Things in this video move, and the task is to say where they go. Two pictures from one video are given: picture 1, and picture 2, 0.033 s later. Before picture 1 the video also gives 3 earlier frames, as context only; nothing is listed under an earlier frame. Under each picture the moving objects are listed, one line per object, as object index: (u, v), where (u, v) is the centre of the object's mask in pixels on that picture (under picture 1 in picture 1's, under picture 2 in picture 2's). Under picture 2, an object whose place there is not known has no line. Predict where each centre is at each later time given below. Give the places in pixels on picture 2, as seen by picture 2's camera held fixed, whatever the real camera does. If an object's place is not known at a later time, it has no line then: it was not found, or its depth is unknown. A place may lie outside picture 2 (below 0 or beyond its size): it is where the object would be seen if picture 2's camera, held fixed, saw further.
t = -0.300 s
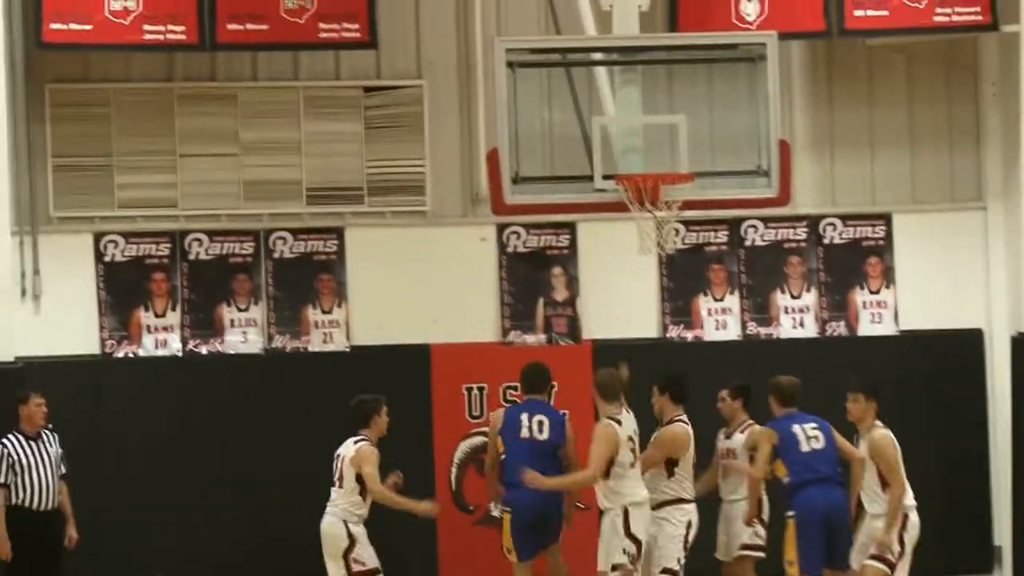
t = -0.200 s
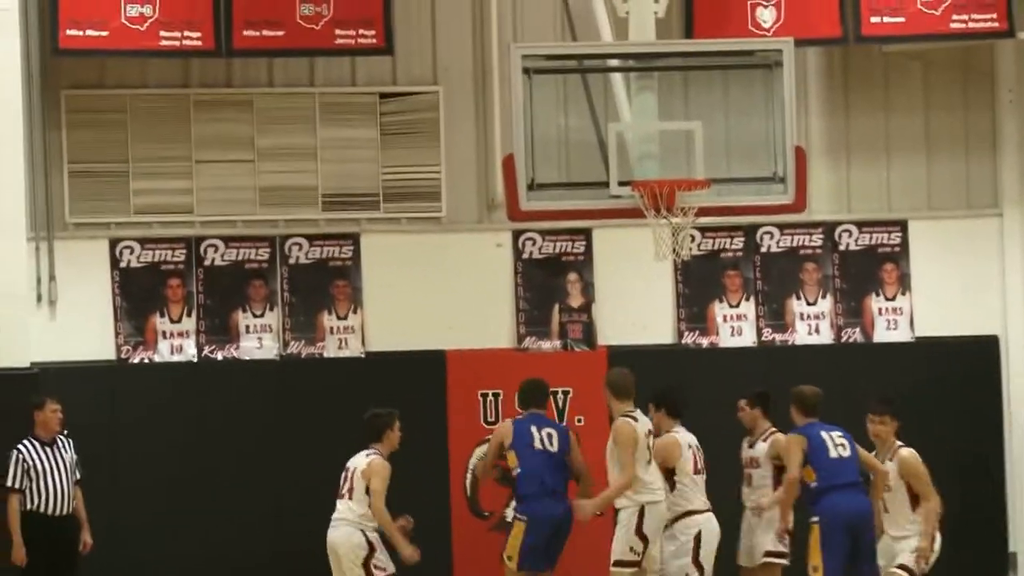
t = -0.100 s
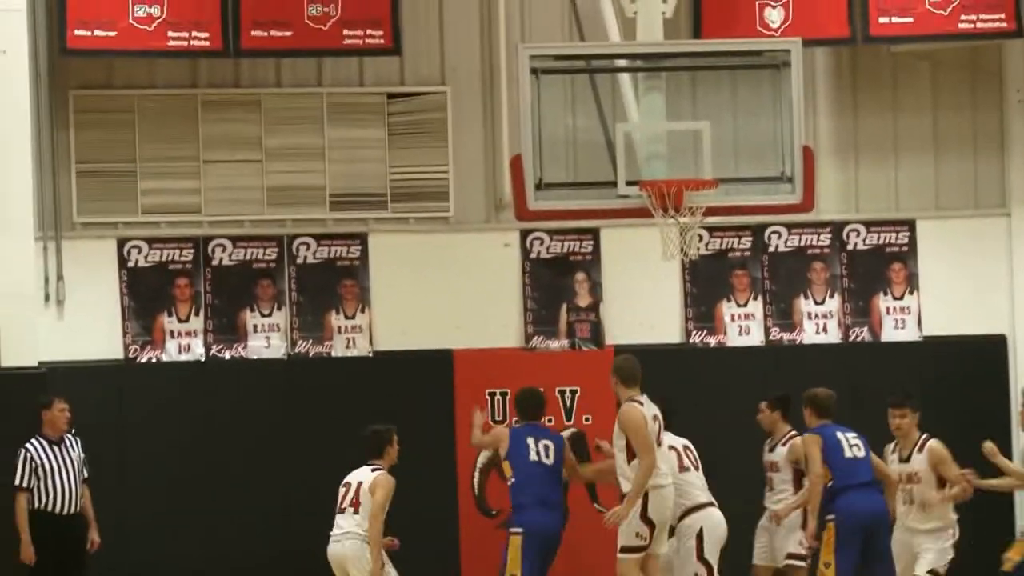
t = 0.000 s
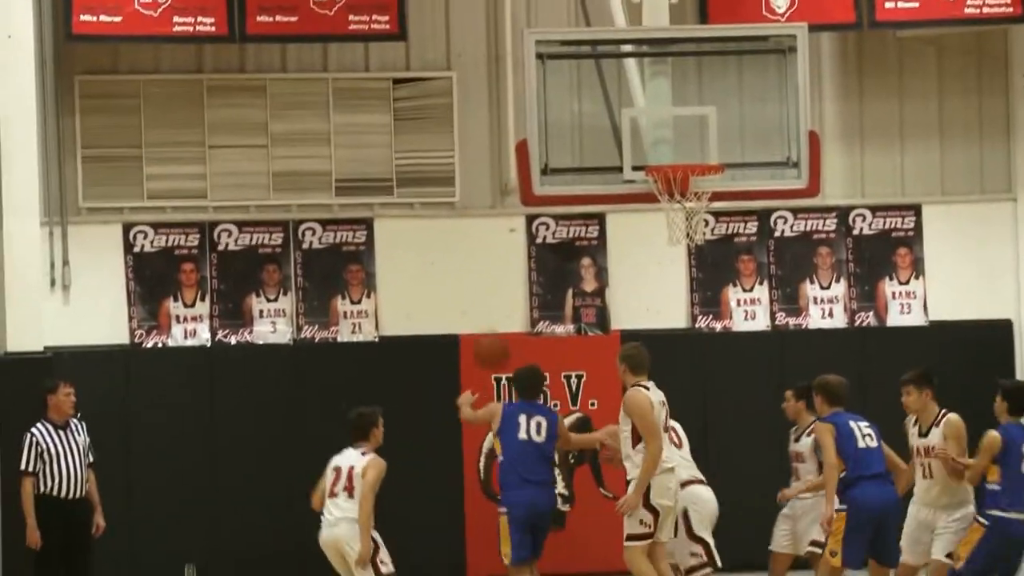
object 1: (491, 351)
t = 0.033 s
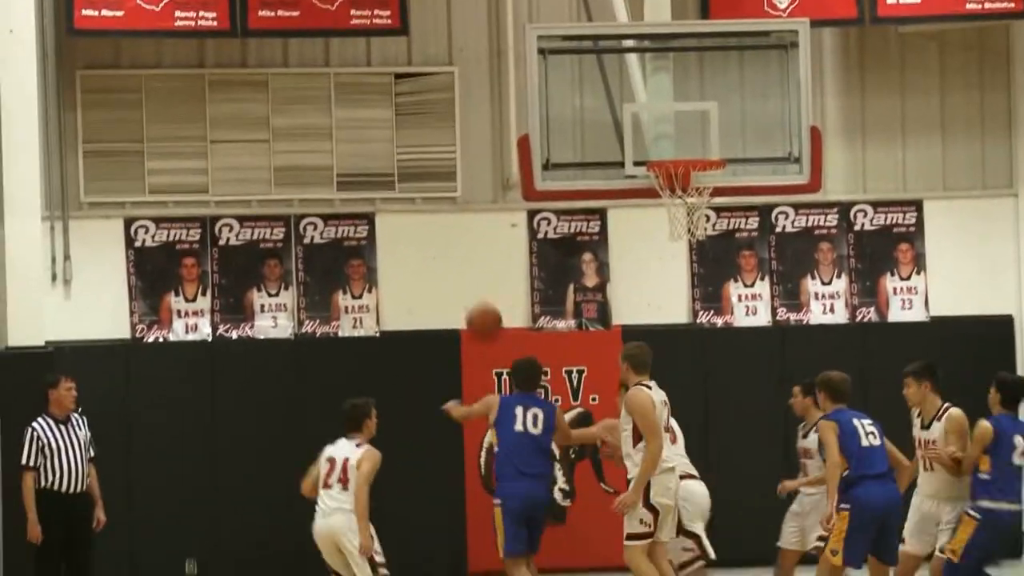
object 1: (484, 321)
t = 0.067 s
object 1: (476, 300)
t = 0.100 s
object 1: (468, 280)
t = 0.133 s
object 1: (460, 262)
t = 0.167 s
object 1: (452, 246)
